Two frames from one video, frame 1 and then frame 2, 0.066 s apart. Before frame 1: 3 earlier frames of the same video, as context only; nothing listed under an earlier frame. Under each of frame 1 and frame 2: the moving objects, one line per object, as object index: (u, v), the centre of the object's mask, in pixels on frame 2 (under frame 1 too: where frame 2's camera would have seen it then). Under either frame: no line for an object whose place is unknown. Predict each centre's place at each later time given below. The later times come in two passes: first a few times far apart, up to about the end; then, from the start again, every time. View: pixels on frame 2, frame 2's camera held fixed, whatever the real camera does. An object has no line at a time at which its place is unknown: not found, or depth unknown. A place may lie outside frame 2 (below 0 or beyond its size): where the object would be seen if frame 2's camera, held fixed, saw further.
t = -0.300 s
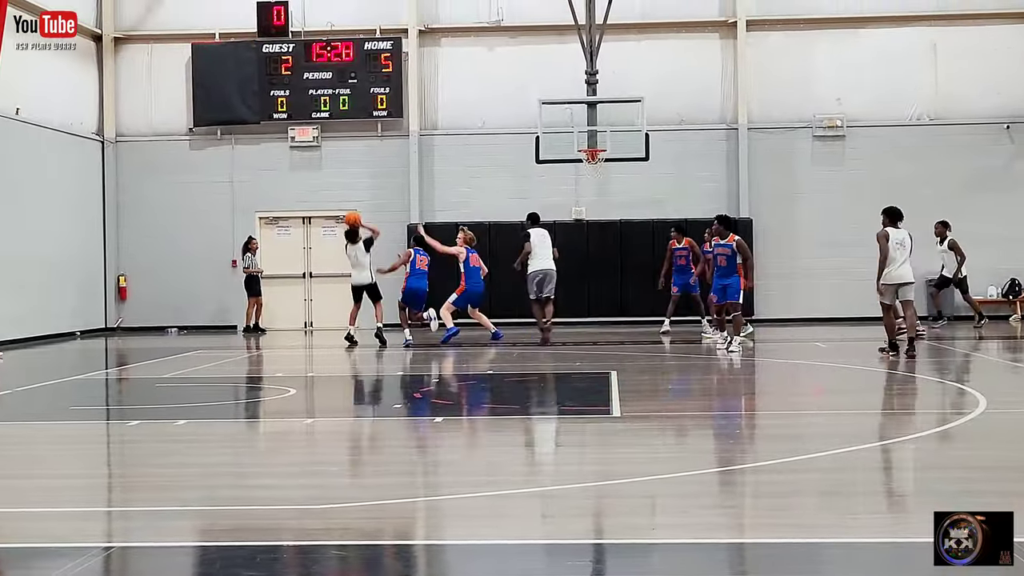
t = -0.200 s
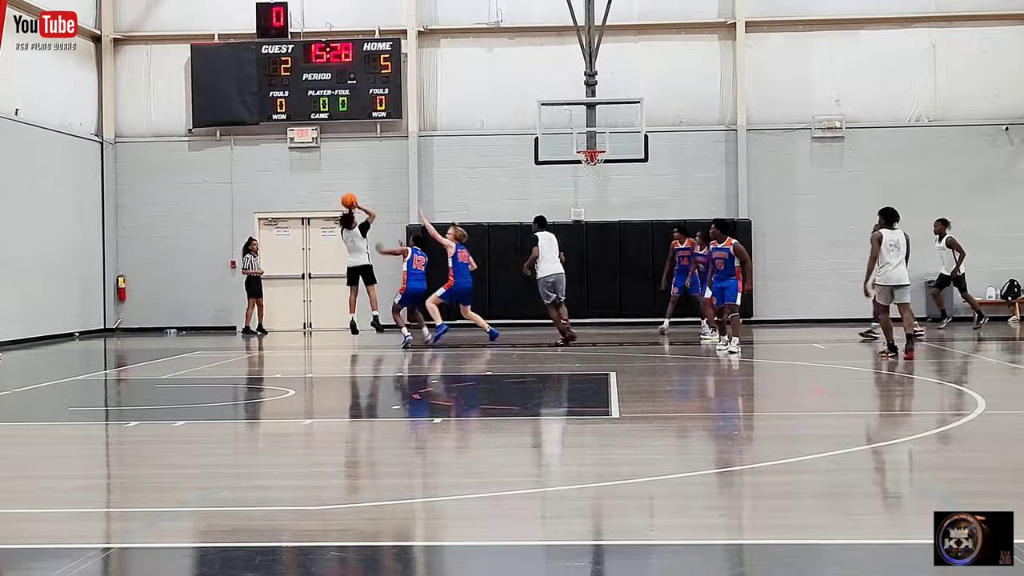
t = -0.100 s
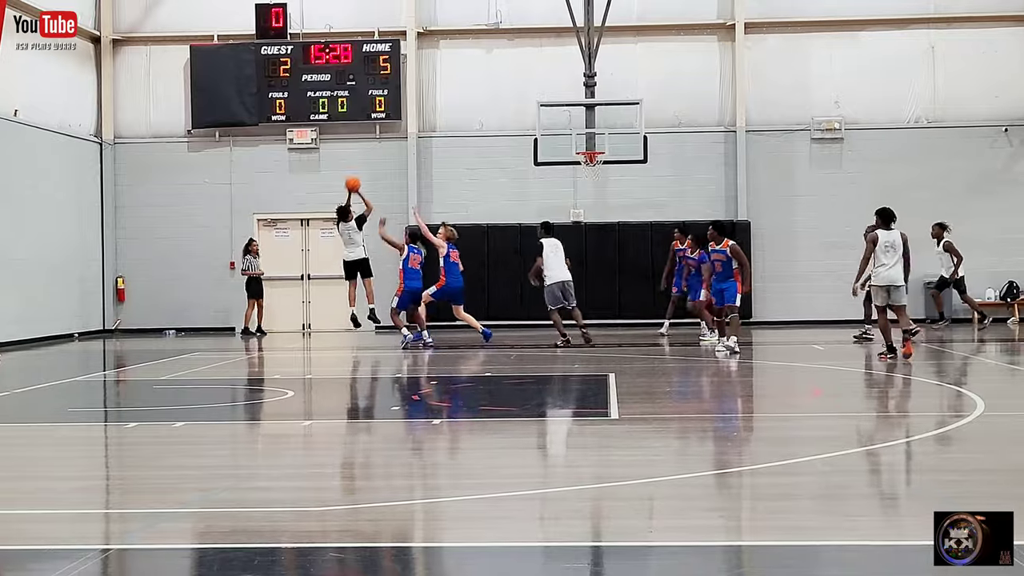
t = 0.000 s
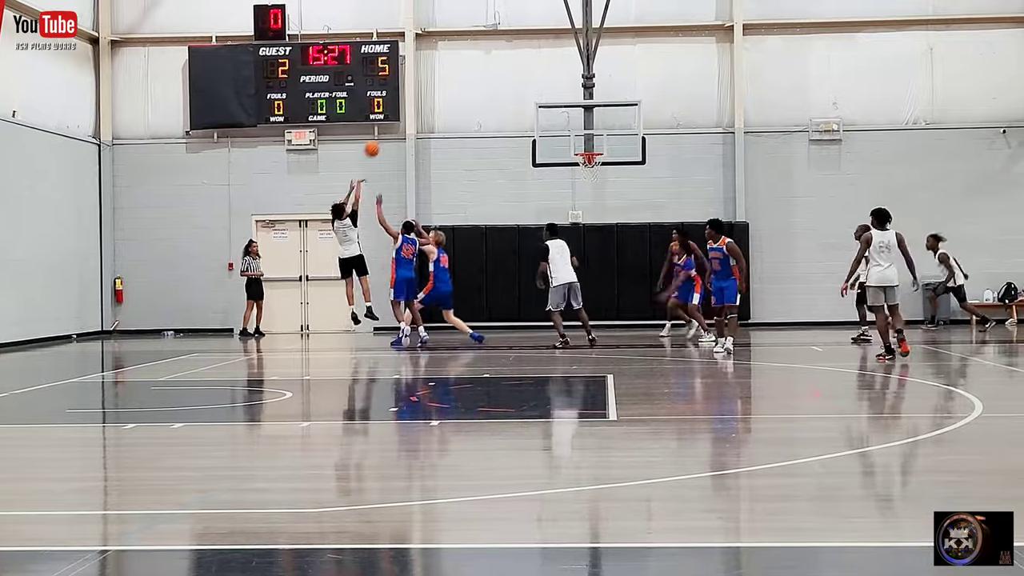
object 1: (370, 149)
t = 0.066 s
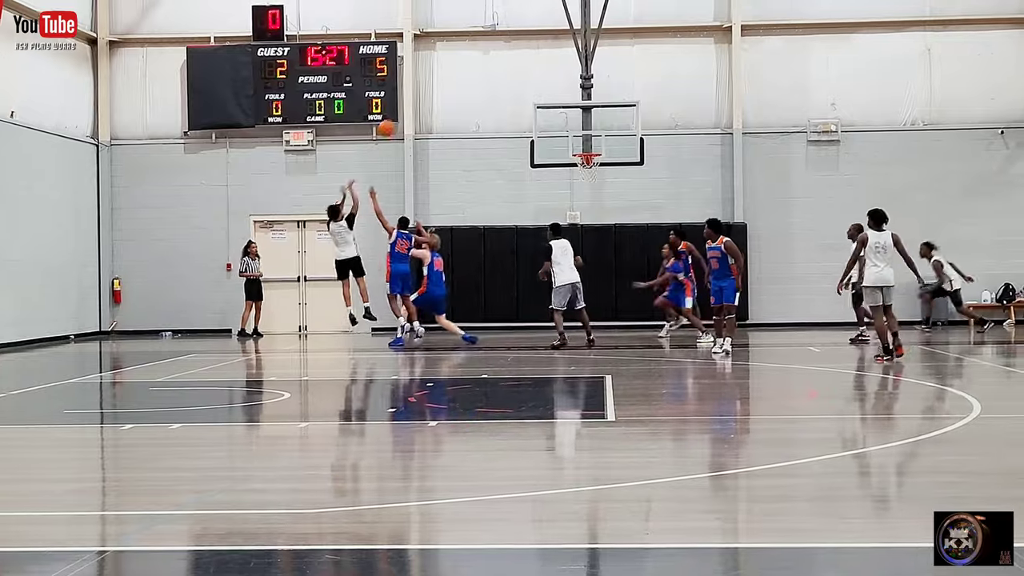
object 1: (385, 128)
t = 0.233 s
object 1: (426, 89)
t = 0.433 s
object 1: (471, 68)
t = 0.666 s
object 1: (521, 74)
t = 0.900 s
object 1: (568, 111)
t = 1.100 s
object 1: (597, 144)
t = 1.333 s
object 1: (601, 130)
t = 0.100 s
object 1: (394, 118)
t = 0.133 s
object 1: (402, 110)
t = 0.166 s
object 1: (410, 103)
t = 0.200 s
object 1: (418, 96)
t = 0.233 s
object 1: (426, 89)
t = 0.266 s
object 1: (433, 84)
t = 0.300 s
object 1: (441, 79)
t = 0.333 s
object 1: (449, 75)
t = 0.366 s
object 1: (456, 72)
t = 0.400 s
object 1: (463, 70)
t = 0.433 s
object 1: (471, 68)
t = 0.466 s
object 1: (478, 66)
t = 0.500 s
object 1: (485, 66)
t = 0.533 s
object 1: (493, 66)
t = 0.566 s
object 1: (500, 67)
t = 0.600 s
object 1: (507, 69)
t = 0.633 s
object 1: (514, 71)
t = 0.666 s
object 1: (521, 74)
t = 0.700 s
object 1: (528, 77)
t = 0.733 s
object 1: (535, 81)
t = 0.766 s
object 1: (541, 86)
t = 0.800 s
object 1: (548, 91)
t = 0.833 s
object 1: (555, 97)
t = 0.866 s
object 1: (561, 104)
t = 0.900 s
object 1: (568, 111)
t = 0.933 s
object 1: (574, 118)
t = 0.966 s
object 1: (582, 127)
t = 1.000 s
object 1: (588, 136)
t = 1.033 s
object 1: (592, 142)
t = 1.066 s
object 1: (595, 147)
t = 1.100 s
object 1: (597, 144)
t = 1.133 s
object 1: (597, 142)
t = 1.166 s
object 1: (598, 138)
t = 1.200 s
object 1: (598, 136)
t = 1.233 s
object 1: (599, 133)
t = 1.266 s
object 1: (600, 131)
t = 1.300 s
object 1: (601, 130)
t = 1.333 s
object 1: (601, 130)
